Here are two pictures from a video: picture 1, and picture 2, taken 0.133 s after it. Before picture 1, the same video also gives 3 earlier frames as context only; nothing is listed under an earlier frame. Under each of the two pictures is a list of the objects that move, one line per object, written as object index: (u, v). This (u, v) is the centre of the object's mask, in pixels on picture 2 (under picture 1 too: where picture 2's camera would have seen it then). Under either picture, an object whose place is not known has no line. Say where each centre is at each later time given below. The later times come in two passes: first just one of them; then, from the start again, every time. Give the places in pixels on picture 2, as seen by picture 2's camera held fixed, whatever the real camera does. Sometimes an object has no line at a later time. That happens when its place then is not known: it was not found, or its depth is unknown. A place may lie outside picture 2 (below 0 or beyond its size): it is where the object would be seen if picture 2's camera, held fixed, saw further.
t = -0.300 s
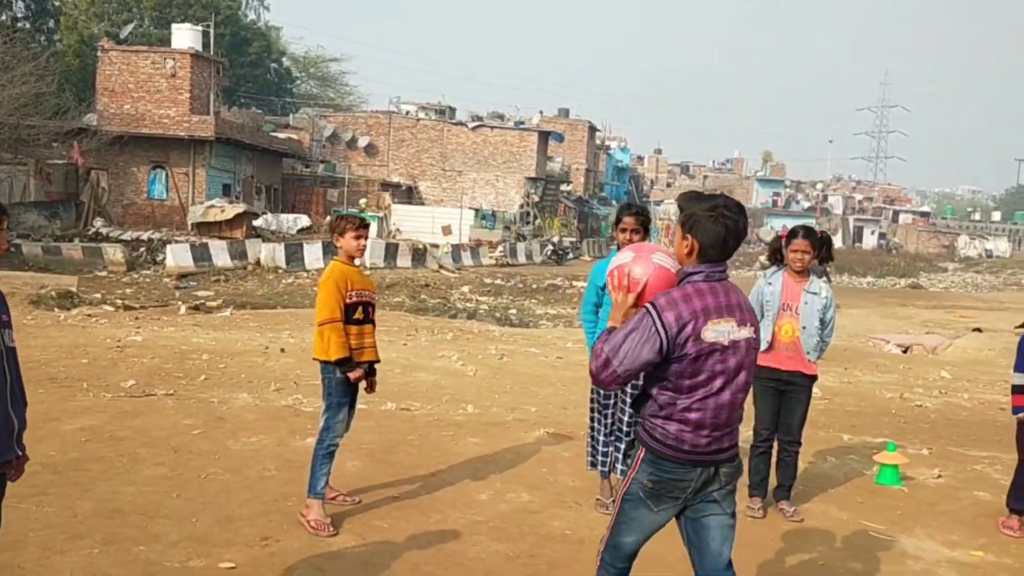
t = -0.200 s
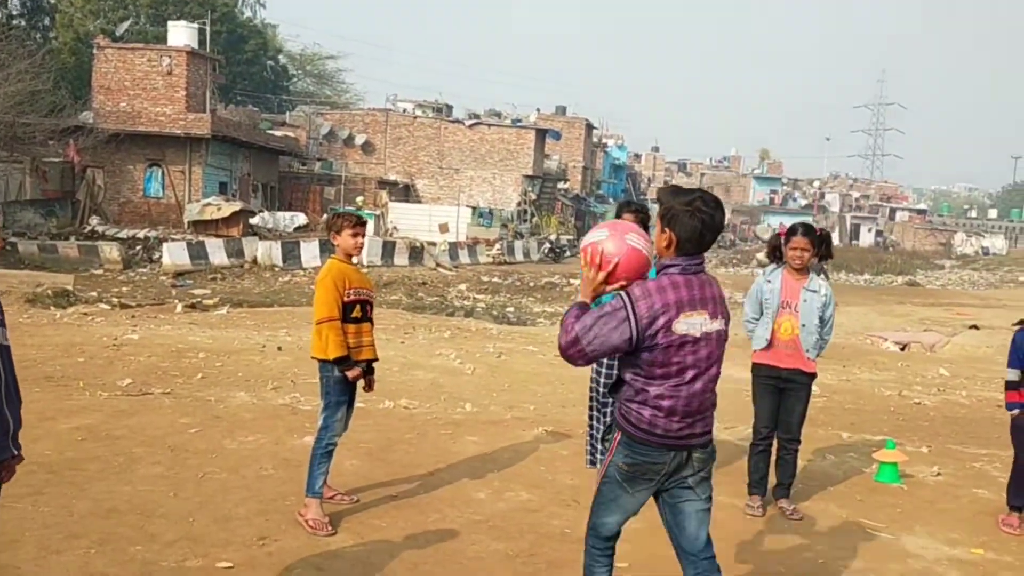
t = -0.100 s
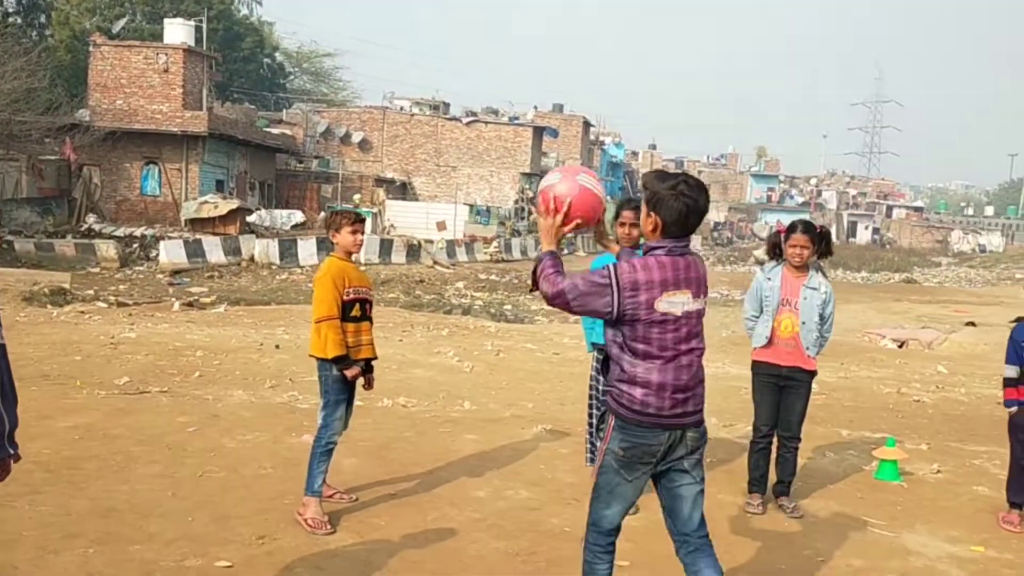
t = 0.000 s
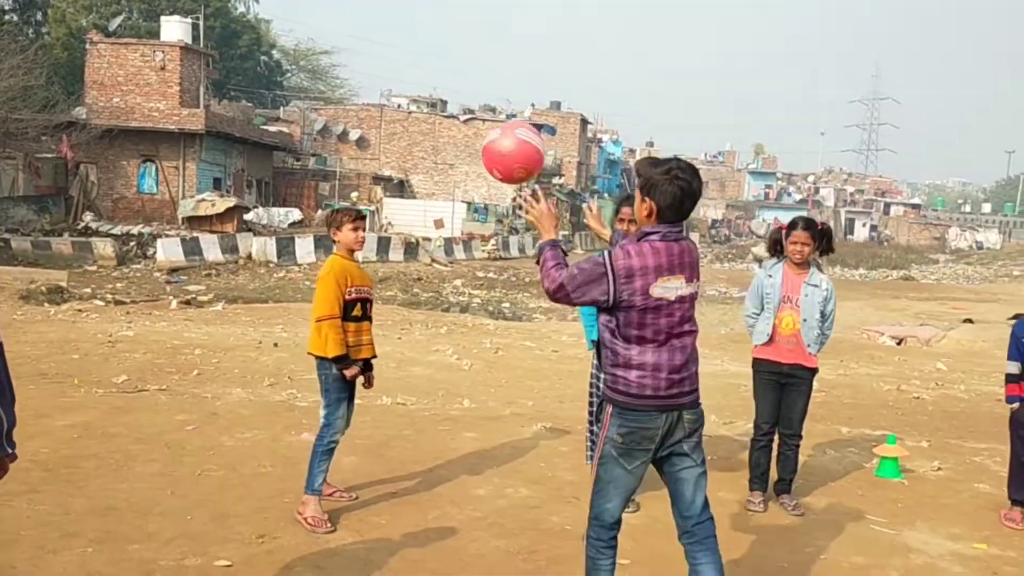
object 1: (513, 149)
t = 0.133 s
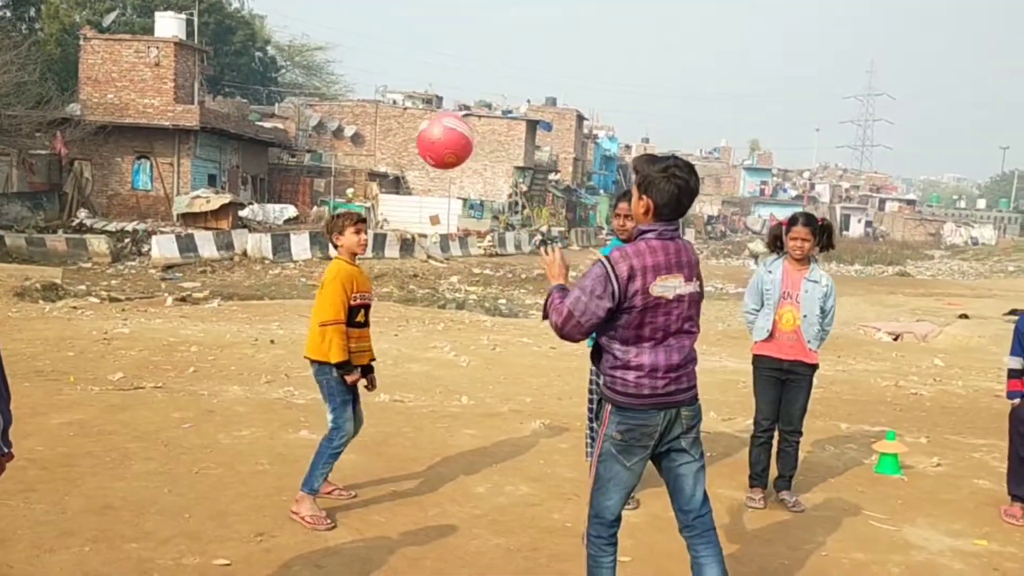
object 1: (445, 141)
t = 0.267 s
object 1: (388, 177)
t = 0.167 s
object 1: (430, 147)
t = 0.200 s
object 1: (416, 154)
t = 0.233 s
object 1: (402, 165)
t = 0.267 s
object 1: (388, 177)
